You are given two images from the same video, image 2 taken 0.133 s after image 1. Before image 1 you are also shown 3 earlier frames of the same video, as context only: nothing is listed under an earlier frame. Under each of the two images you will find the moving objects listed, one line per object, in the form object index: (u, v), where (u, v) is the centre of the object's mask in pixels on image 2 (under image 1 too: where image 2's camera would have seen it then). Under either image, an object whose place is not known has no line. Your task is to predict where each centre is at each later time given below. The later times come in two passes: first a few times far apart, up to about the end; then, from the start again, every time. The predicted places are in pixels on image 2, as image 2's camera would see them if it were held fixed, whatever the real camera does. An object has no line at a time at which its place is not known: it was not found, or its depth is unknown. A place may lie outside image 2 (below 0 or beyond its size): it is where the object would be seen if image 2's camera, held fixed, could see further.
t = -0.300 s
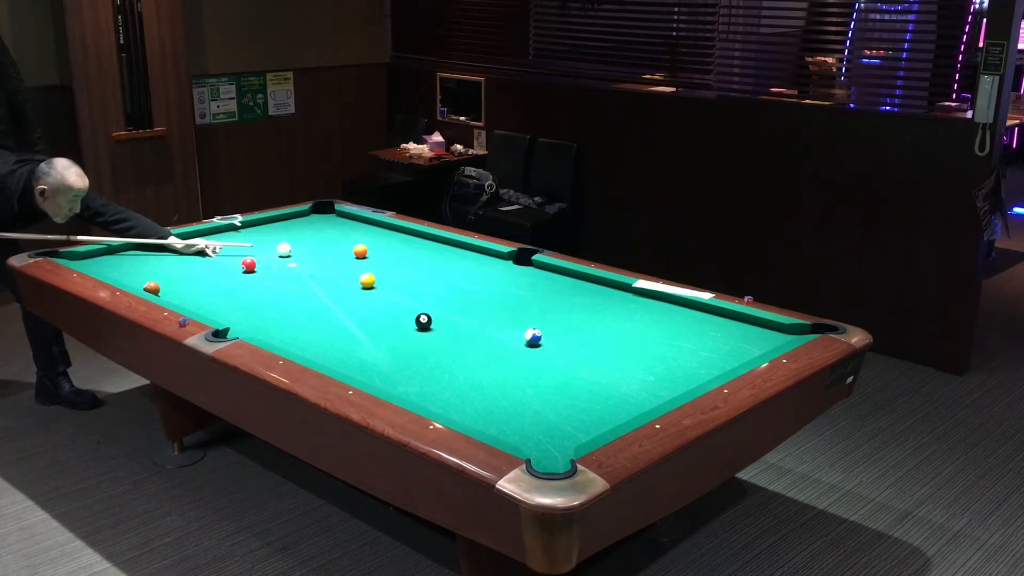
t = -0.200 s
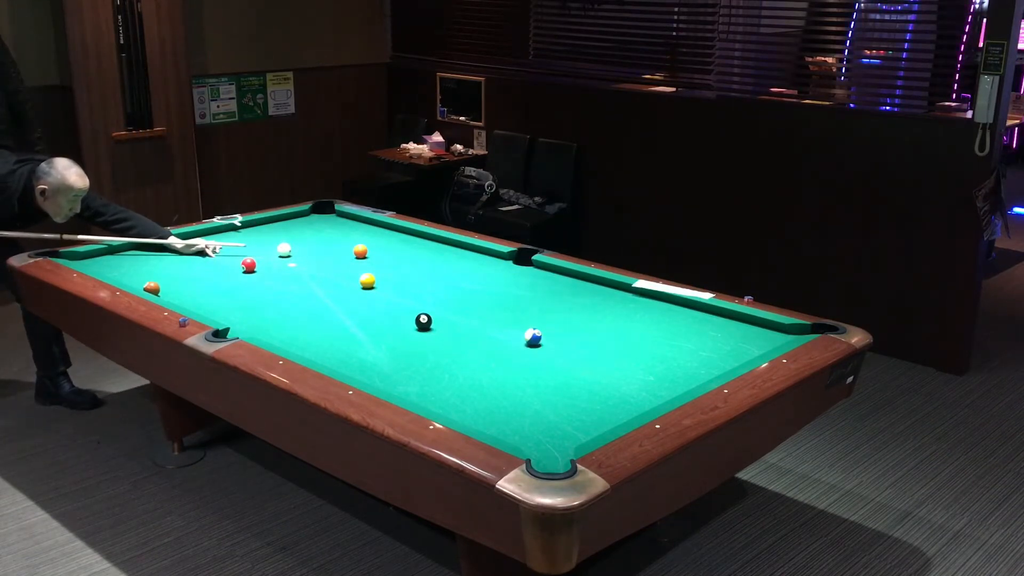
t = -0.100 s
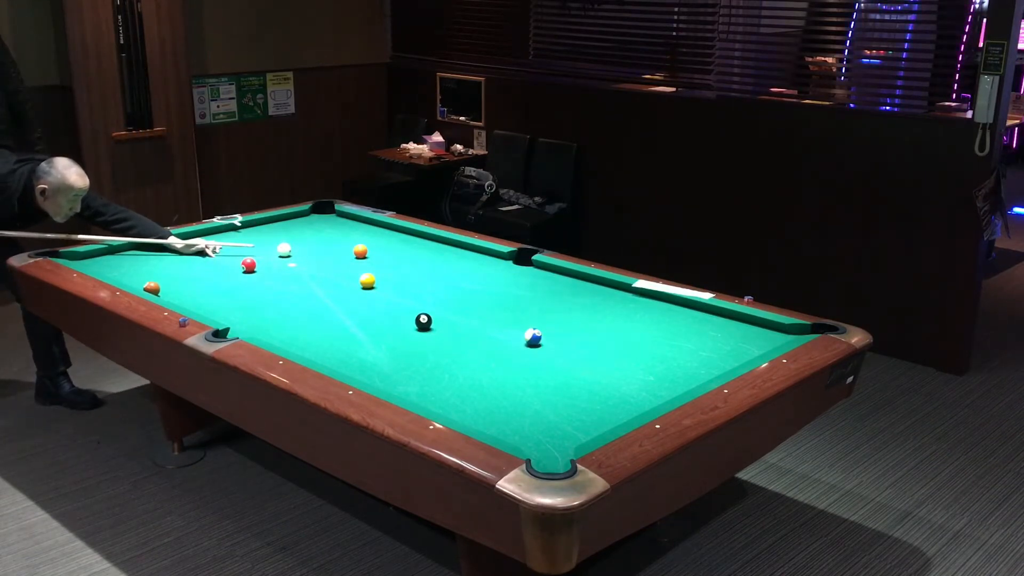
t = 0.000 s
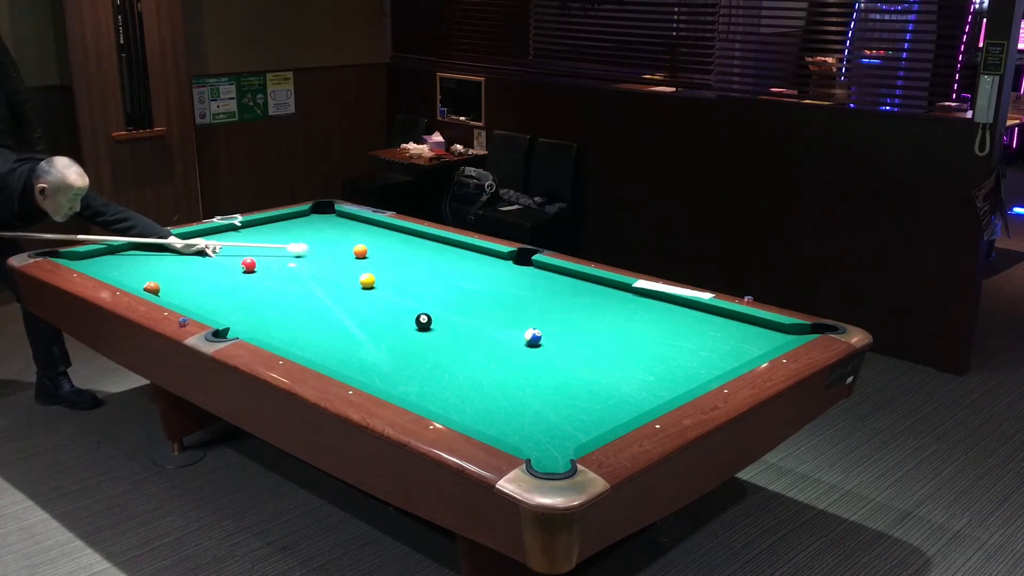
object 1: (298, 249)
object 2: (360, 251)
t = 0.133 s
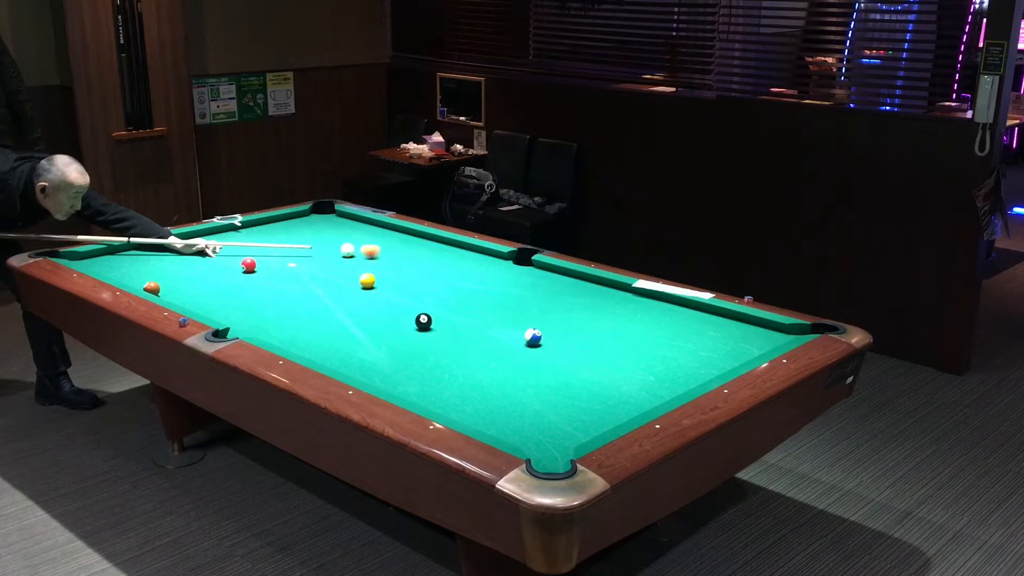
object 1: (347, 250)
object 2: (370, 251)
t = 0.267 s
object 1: (357, 248)
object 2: (419, 254)
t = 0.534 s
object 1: (387, 246)
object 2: (495, 257)
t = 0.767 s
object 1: (413, 244)
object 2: (518, 258)
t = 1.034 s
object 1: (440, 241)
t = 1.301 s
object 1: (440, 243)
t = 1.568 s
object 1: (435, 246)
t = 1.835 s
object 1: (431, 249)
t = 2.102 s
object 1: (427, 251)
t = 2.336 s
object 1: (424, 253)
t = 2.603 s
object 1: (421, 254)
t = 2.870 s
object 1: (419, 256)
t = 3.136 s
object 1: (417, 257)
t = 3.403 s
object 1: (416, 257)
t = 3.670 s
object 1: (416, 257)
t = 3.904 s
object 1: (416, 257)
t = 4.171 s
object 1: (416, 257)
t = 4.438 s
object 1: (416, 257)
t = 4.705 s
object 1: (416, 257)
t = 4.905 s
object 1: (416, 257)
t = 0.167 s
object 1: (349, 250)
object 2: (383, 252)
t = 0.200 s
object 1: (351, 249)
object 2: (396, 252)
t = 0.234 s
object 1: (354, 249)
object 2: (408, 253)
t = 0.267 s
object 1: (357, 248)
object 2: (419, 254)
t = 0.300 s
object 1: (361, 248)
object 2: (429, 254)
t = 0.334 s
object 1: (365, 248)
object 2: (439, 255)
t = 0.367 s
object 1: (368, 248)
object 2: (448, 255)
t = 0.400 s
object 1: (372, 247)
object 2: (458, 256)
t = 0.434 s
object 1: (376, 247)
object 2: (467, 256)
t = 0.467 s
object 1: (380, 246)
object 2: (476, 257)
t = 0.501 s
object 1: (384, 246)
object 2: (485, 257)
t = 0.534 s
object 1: (387, 246)
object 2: (495, 257)
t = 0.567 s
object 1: (391, 246)
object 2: (504, 258)
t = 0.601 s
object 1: (395, 245)
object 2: (513, 258)
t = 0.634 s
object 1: (398, 245)
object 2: (522, 259)
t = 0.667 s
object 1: (402, 245)
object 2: (524, 258)
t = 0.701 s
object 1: (406, 244)
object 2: (520, 258)
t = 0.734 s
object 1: (409, 244)
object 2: (518, 258)
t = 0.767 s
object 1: (413, 244)
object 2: (518, 258)
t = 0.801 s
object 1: (416, 244)
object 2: (520, 261)
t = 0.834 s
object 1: (419, 243)
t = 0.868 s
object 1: (423, 243)
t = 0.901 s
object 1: (426, 243)
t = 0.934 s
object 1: (430, 242)
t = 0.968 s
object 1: (433, 242)
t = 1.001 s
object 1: (436, 242)
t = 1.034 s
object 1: (440, 241)
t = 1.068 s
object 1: (443, 241)
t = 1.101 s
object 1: (444, 241)
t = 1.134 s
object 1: (443, 242)
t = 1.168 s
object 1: (443, 242)
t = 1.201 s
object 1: (442, 242)
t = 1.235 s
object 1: (441, 243)
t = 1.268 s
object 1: (441, 243)
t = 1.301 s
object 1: (440, 243)
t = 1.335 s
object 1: (439, 244)
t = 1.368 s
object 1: (439, 244)
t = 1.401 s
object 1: (438, 245)
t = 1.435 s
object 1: (437, 245)
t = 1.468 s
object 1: (437, 245)
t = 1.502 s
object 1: (436, 246)
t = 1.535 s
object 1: (436, 246)
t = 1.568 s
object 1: (435, 246)
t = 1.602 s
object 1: (435, 247)
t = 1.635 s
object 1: (434, 247)
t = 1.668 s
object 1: (434, 247)
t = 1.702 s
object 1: (433, 248)
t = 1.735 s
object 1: (432, 248)
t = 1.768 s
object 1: (432, 248)
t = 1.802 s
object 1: (431, 249)
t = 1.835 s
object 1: (431, 249)
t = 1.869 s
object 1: (430, 249)
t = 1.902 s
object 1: (430, 249)
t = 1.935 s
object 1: (429, 249)
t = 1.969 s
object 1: (429, 250)
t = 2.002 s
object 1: (428, 250)
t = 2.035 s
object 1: (428, 250)
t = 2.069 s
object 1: (427, 250)
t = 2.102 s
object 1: (427, 251)
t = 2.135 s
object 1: (427, 251)
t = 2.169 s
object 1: (426, 252)
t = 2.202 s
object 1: (426, 252)
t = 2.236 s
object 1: (425, 252)
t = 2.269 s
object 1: (425, 252)
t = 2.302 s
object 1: (424, 252)
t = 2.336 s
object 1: (424, 253)
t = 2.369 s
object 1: (423, 253)
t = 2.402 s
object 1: (423, 253)
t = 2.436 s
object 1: (423, 253)
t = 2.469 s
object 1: (422, 253)
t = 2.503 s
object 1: (422, 254)
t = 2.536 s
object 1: (421, 254)
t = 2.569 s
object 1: (421, 254)
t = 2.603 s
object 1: (421, 254)
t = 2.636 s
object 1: (420, 255)
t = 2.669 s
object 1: (420, 255)
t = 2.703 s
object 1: (420, 255)
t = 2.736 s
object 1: (419, 255)
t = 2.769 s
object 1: (419, 255)
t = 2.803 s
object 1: (419, 255)
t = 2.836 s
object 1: (419, 256)
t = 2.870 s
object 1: (419, 256)
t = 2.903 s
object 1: (418, 256)
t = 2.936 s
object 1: (418, 256)
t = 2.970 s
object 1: (418, 256)
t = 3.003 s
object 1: (418, 256)
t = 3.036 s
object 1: (418, 256)
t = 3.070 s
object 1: (418, 256)
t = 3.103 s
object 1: (417, 257)
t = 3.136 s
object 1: (417, 257)
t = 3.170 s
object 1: (417, 257)
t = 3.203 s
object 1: (417, 257)
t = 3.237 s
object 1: (417, 257)
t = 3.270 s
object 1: (417, 257)
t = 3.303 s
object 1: (417, 257)
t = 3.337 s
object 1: (417, 257)
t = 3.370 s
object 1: (416, 257)
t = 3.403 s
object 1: (416, 257)
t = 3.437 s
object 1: (416, 257)
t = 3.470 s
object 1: (416, 257)
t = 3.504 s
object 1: (416, 257)
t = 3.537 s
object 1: (416, 257)
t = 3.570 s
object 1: (416, 257)
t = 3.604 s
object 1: (416, 257)
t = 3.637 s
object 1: (416, 257)
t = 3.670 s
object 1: (416, 257)
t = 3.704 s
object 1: (416, 257)
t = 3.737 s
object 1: (416, 257)
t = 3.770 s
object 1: (416, 257)
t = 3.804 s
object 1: (416, 257)
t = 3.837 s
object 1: (416, 257)
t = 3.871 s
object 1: (416, 257)
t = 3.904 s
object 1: (416, 257)
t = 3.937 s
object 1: (416, 257)
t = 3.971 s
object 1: (416, 257)
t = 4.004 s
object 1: (416, 257)
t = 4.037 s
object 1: (416, 257)
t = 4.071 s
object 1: (416, 257)
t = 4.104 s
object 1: (416, 257)
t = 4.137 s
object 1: (416, 257)
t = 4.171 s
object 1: (416, 257)
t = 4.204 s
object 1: (416, 257)
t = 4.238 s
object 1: (416, 257)
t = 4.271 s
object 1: (416, 257)
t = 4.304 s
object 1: (416, 257)
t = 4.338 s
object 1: (416, 257)
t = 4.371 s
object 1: (416, 257)
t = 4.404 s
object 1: (416, 257)
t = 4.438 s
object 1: (416, 257)
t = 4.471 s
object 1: (416, 257)
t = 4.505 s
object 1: (416, 257)
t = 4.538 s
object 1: (416, 257)
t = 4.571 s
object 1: (416, 257)
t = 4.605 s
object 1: (416, 257)
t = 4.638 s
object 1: (416, 257)
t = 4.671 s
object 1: (416, 257)
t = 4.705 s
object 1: (416, 257)
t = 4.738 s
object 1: (416, 257)
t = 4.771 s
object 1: (416, 257)
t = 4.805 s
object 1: (416, 257)
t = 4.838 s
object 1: (416, 257)
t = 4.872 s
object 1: (416, 257)
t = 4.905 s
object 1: (416, 257)
